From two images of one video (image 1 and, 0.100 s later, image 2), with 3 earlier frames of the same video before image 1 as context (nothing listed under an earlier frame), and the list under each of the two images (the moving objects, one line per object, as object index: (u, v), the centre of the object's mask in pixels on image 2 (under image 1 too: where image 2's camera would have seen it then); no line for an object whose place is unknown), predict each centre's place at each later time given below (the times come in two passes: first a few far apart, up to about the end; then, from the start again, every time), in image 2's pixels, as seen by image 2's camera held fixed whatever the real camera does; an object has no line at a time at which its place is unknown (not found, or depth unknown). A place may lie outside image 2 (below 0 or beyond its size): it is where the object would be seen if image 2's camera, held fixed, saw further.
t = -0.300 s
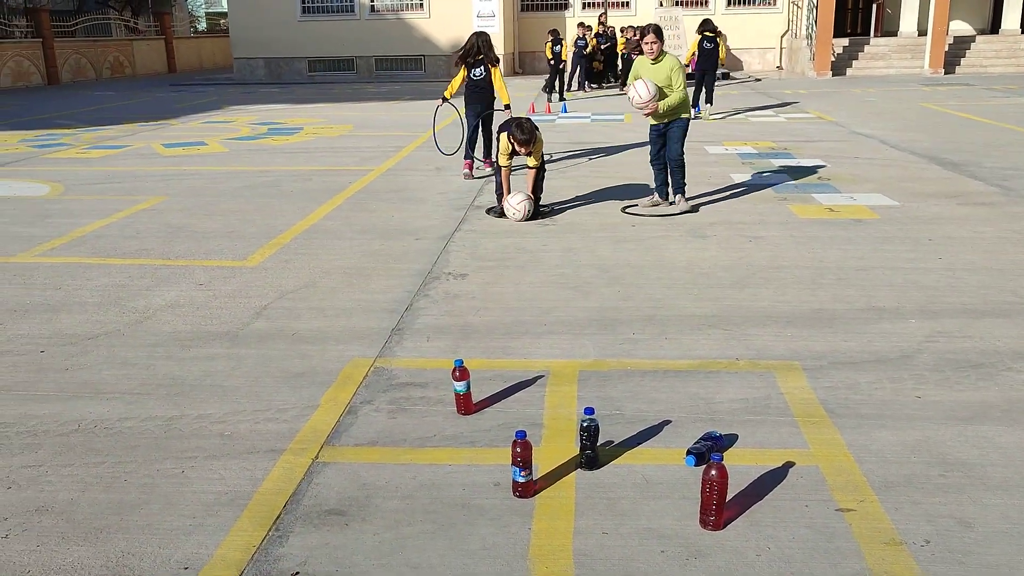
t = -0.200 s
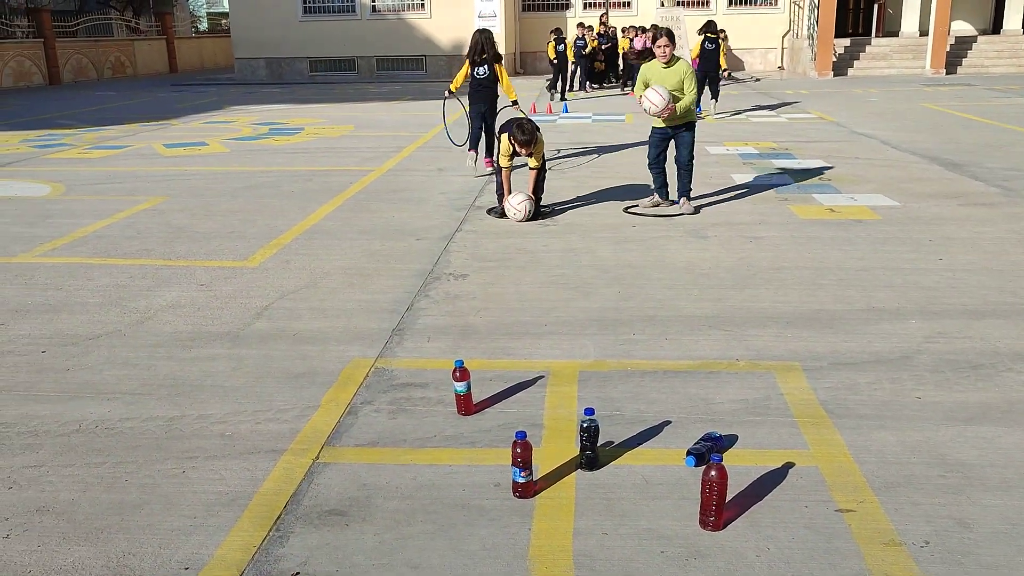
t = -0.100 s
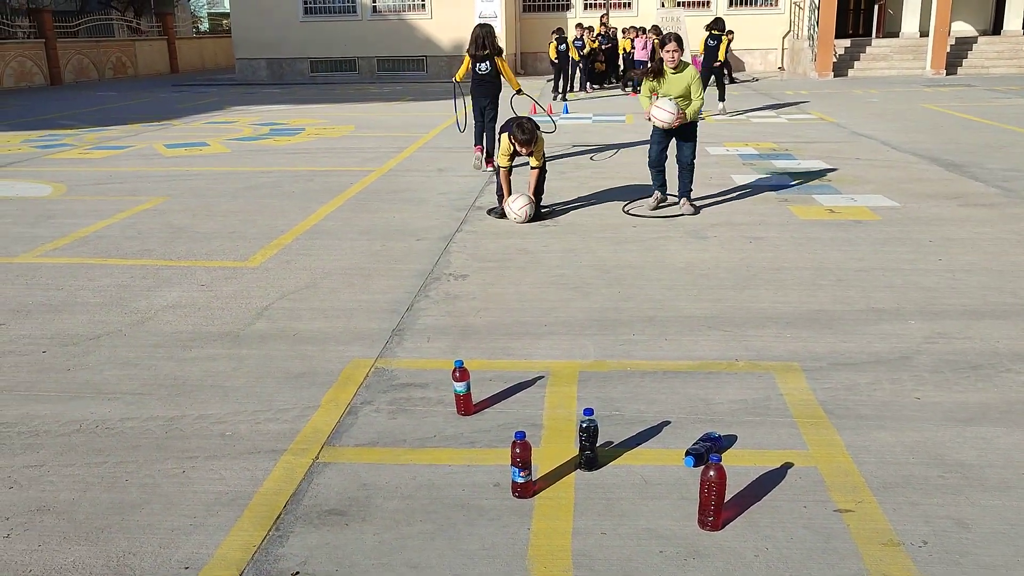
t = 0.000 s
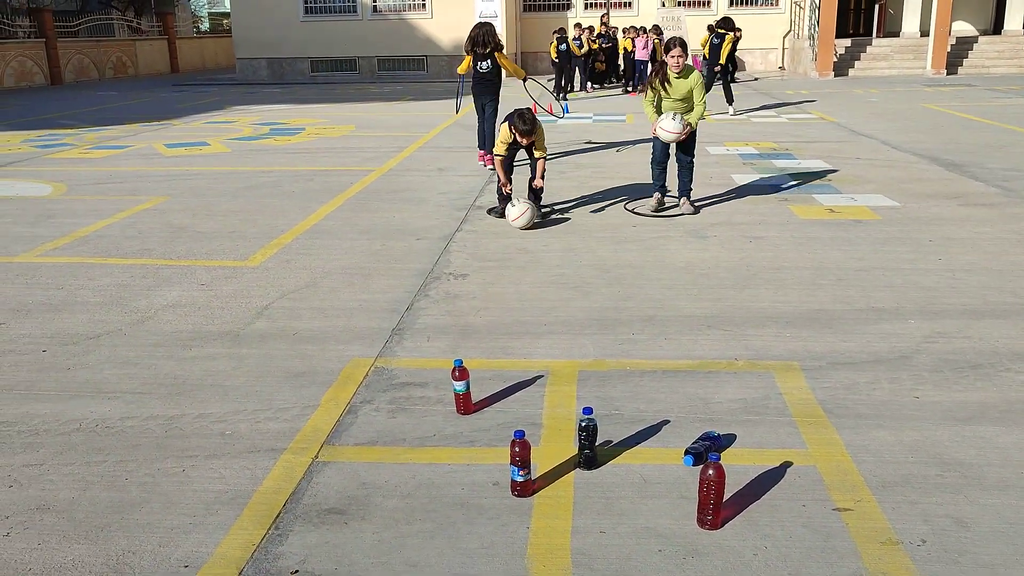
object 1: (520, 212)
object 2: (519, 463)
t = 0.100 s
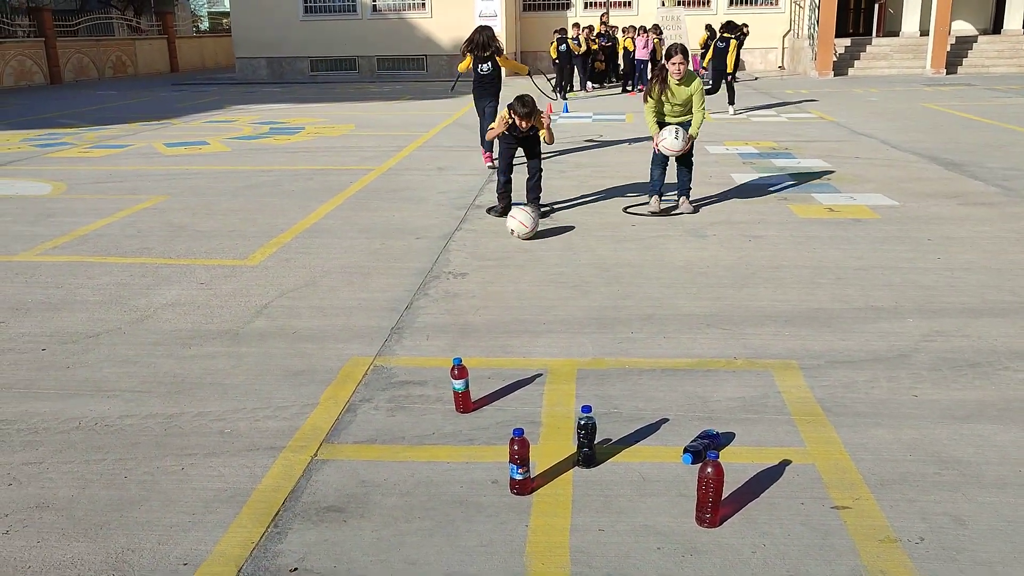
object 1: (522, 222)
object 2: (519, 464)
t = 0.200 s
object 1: (525, 233)
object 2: (519, 464)
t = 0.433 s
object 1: (530, 257)
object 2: (520, 464)
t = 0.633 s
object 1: (533, 287)
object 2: (519, 464)
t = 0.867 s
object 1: (535, 328)
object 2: (519, 464)
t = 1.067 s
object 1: (534, 374)
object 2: (519, 464)
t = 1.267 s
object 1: (532, 433)
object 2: (519, 464)
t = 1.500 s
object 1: (548, 455)
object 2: (507, 519)
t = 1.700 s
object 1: (563, 467)
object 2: (505, 526)
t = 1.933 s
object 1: (581, 495)
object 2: (504, 526)
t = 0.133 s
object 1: (523, 225)
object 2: (519, 464)
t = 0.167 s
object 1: (524, 229)
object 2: (519, 464)
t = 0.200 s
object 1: (525, 233)
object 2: (519, 464)
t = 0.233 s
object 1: (526, 236)
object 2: (519, 464)
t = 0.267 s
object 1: (527, 240)
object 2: (519, 464)
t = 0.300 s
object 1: (527, 243)
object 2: (519, 464)
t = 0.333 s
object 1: (528, 246)
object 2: (519, 464)
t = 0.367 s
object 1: (529, 251)
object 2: (519, 464)
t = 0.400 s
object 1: (529, 254)
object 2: (519, 464)
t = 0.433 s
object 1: (530, 257)
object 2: (520, 464)
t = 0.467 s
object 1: (530, 262)
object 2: (519, 463)
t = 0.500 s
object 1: (531, 268)
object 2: (519, 463)
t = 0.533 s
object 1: (531, 271)
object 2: (519, 463)
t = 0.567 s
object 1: (532, 277)
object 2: (519, 463)
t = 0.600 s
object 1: (533, 282)
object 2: (520, 463)
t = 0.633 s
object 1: (533, 287)
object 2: (519, 464)
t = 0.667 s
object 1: (534, 292)
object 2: (519, 464)
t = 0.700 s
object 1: (534, 298)
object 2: (520, 464)
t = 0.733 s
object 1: (534, 304)
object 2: (519, 464)
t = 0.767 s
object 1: (535, 309)
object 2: (519, 464)
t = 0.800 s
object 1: (535, 315)
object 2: (519, 464)
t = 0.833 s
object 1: (535, 322)
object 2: (519, 464)
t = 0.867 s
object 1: (535, 328)
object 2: (519, 464)
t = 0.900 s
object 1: (535, 335)
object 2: (519, 464)
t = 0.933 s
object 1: (535, 342)
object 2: (519, 464)
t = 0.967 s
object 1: (535, 350)
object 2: (519, 464)
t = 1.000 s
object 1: (535, 358)
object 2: (519, 464)
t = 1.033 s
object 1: (534, 365)
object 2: (519, 464)
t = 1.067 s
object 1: (534, 374)
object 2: (519, 464)
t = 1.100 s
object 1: (533, 384)
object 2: (519, 464)
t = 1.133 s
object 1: (533, 392)
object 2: (519, 464)
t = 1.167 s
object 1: (533, 401)
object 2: (519, 464)
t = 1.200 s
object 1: (533, 412)
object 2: (520, 464)
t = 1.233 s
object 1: (533, 422)
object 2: (519, 464)
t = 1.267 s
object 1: (532, 433)
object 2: (519, 464)
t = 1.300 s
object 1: (533, 432)
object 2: (518, 467)
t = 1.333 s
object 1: (534, 431)
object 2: (516, 473)
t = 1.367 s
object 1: (536, 430)
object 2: (514, 481)
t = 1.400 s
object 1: (539, 432)
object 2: (512, 495)
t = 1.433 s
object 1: (542, 437)
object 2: (510, 507)
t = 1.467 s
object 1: (545, 446)
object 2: (508, 515)
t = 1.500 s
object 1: (548, 455)
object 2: (507, 519)
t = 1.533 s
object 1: (550, 451)
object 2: (506, 521)
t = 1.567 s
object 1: (553, 449)
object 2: (506, 524)
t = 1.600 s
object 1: (556, 452)
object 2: (505, 525)
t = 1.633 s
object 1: (558, 457)
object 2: (505, 526)
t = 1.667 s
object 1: (561, 467)
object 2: (505, 527)
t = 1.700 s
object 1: (563, 467)
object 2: (505, 526)
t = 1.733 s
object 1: (566, 467)
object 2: (505, 526)
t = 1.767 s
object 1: (569, 471)
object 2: (504, 526)
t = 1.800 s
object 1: (571, 478)
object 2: (504, 526)
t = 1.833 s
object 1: (574, 482)
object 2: (504, 526)
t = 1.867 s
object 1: (576, 484)
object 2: (504, 526)
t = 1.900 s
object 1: (579, 489)
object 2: (504, 526)
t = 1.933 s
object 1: (581, 495)
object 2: (504, 526)
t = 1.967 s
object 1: (584, 497)
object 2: (504, 526)
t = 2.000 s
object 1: (586, 503)
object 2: (504, 526)
